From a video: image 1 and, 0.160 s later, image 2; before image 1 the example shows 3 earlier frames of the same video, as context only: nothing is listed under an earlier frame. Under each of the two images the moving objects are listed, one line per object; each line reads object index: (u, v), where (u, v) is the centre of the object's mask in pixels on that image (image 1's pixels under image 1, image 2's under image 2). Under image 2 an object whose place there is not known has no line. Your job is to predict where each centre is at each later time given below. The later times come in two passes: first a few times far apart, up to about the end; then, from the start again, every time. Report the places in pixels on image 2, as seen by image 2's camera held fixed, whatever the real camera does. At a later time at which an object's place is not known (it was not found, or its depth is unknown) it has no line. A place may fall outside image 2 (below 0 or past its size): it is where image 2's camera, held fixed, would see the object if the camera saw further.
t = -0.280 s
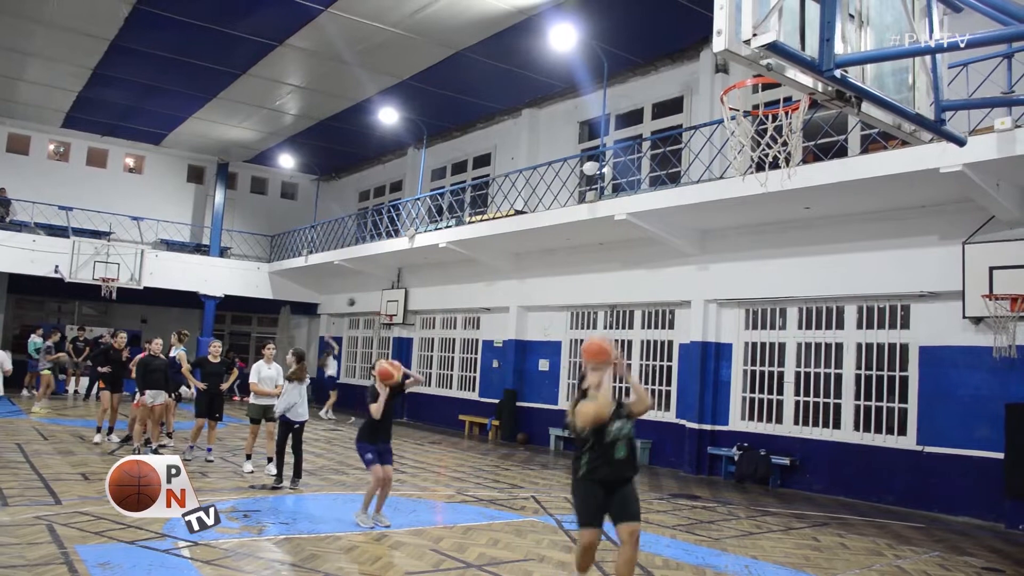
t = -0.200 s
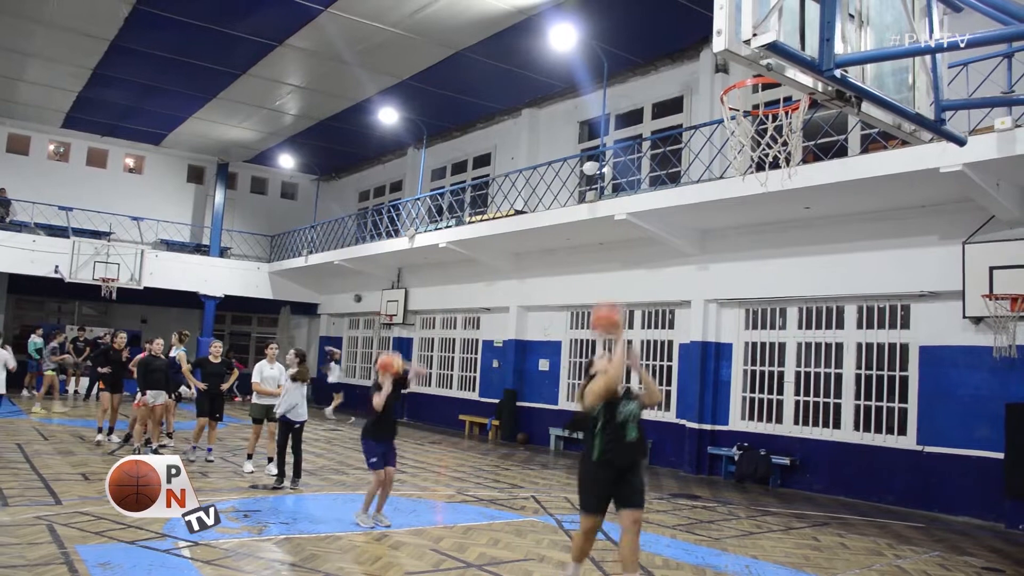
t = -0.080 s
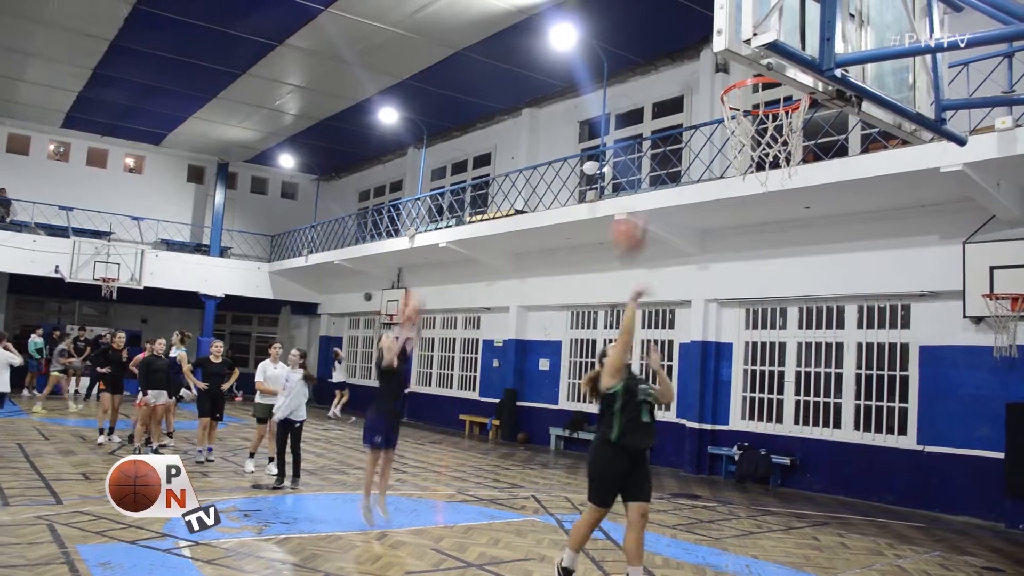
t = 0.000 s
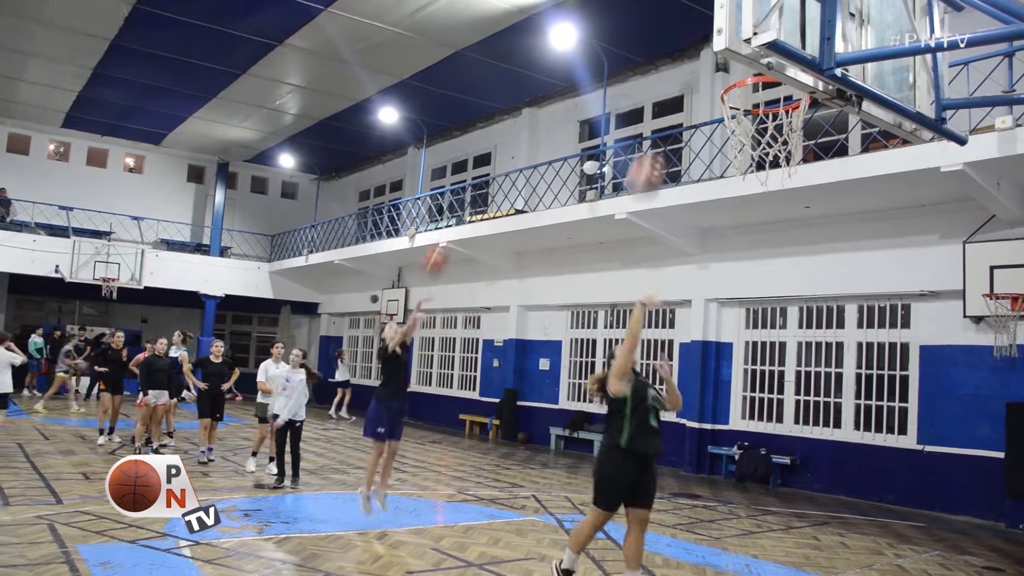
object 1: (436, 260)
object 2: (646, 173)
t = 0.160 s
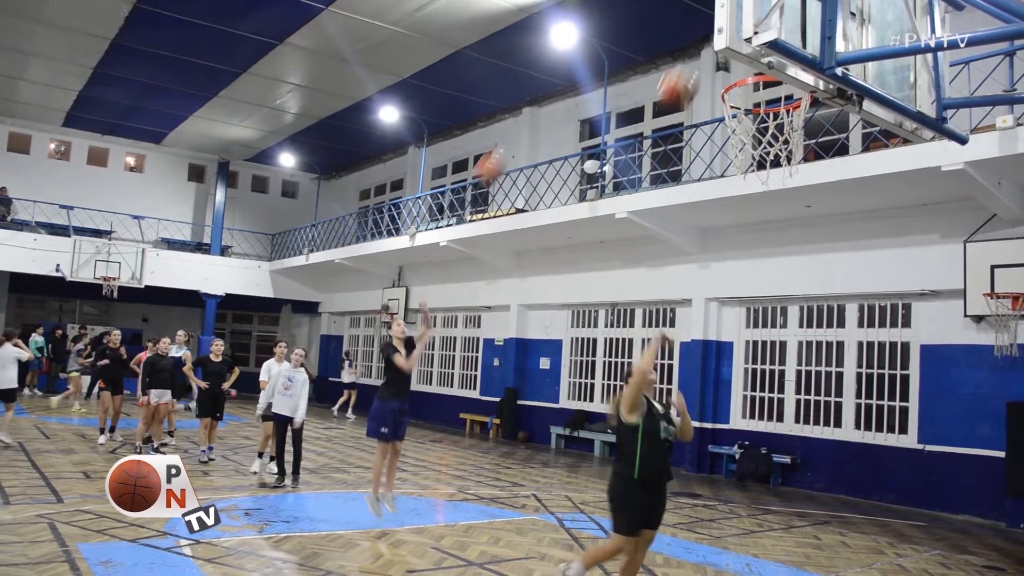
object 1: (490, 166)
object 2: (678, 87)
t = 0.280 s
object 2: (698, 43)
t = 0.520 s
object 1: (634, 50)
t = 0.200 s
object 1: (504, 147)
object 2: (687, 69)
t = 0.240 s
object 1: (520, 127)
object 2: (694, 55)
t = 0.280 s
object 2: (698, 43)
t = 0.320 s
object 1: (551, 96)
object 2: (702, 34)
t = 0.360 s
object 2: (706, 28)
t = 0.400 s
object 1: (582, 72)
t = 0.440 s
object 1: (600, 63)
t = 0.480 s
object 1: (617, 56)
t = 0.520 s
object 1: (634, 50)
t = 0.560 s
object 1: (652, 46)
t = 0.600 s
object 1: (672, 44)
